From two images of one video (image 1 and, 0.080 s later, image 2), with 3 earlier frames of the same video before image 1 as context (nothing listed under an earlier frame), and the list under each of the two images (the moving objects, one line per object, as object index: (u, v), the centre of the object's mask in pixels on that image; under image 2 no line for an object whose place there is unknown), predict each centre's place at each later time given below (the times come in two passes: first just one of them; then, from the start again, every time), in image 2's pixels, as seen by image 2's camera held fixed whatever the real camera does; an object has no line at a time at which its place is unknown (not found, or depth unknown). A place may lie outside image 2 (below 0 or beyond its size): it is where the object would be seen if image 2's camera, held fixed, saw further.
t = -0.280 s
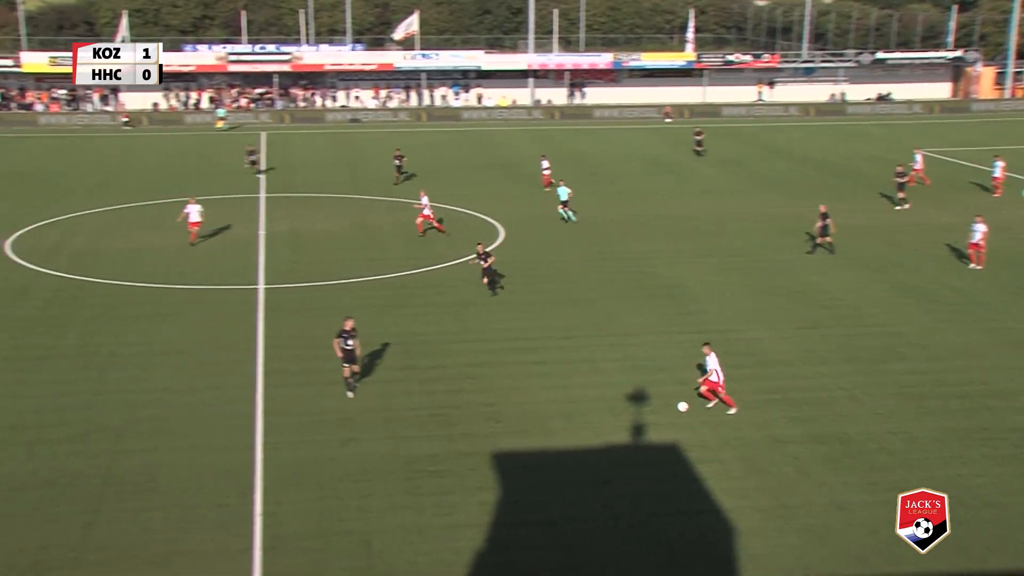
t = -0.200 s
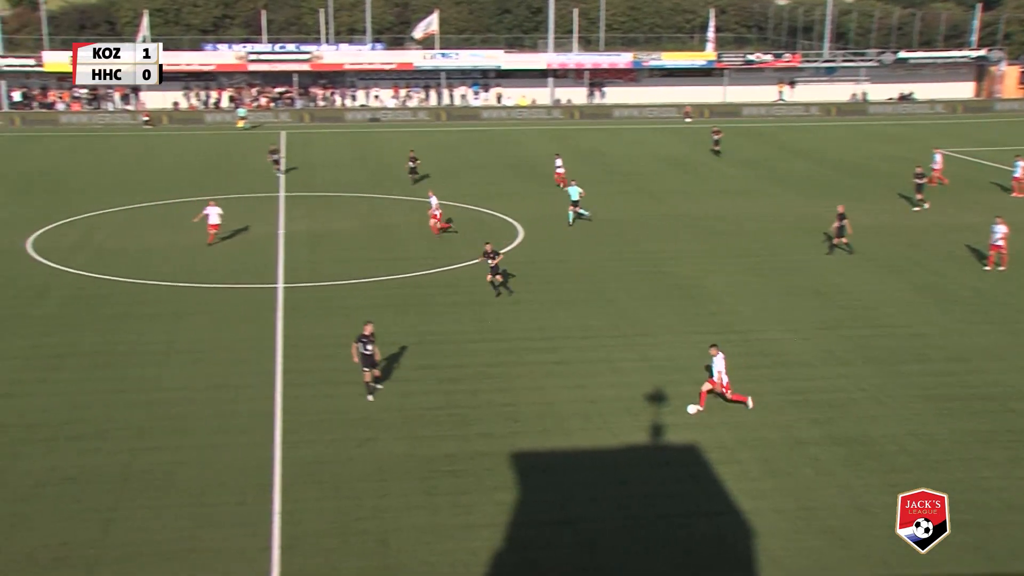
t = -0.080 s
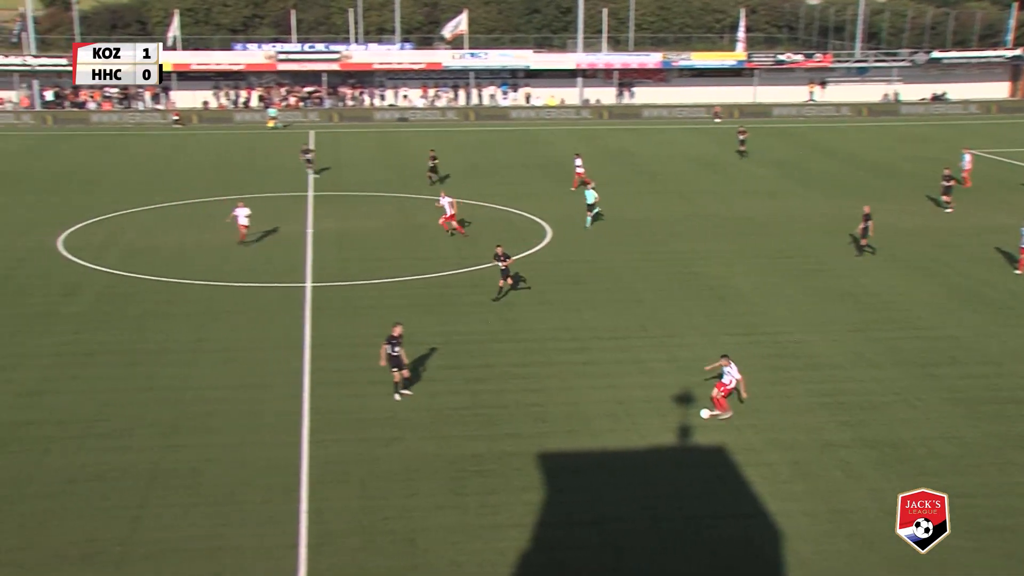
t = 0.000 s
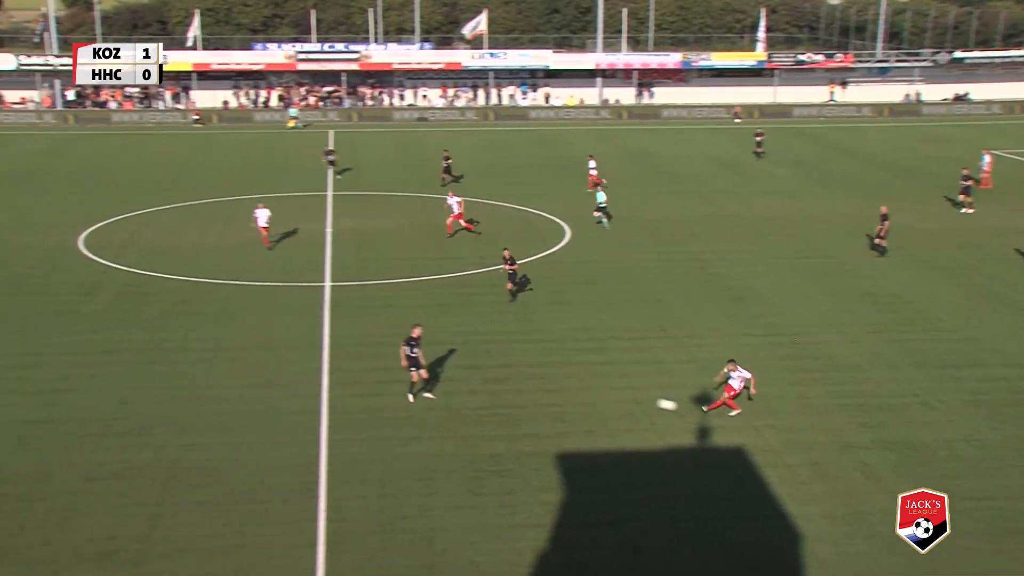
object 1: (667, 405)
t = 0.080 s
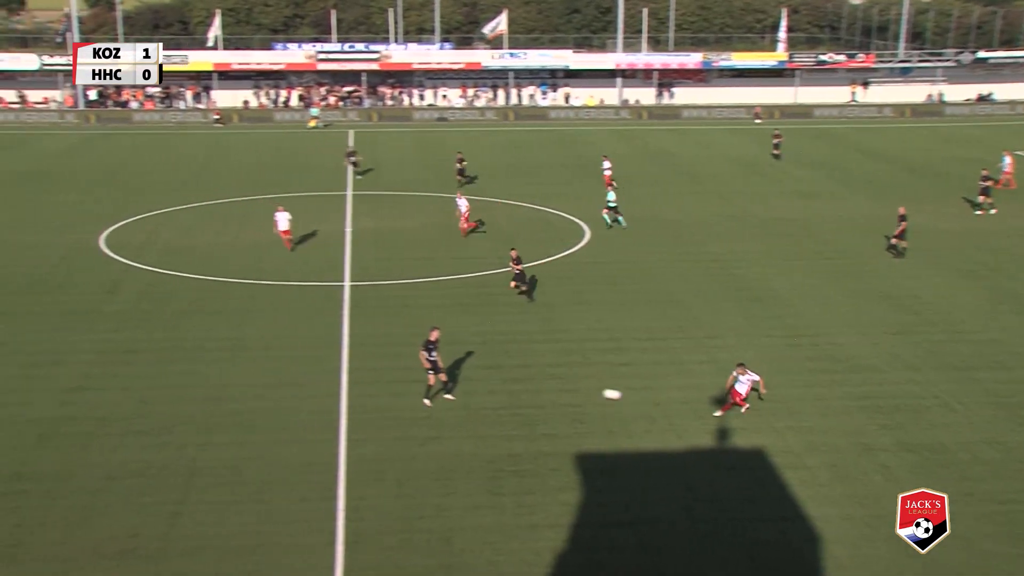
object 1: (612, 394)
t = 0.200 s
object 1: (512, 383)
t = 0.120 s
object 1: (576, 390)
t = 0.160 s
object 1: (542, 388)
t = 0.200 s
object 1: (512, 383)
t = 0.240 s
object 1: (483, 377)
